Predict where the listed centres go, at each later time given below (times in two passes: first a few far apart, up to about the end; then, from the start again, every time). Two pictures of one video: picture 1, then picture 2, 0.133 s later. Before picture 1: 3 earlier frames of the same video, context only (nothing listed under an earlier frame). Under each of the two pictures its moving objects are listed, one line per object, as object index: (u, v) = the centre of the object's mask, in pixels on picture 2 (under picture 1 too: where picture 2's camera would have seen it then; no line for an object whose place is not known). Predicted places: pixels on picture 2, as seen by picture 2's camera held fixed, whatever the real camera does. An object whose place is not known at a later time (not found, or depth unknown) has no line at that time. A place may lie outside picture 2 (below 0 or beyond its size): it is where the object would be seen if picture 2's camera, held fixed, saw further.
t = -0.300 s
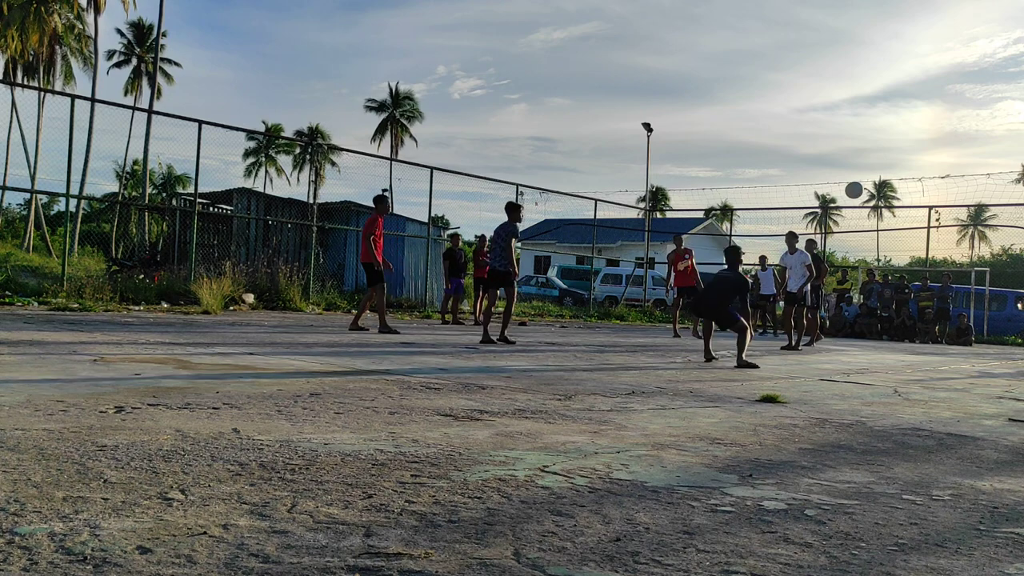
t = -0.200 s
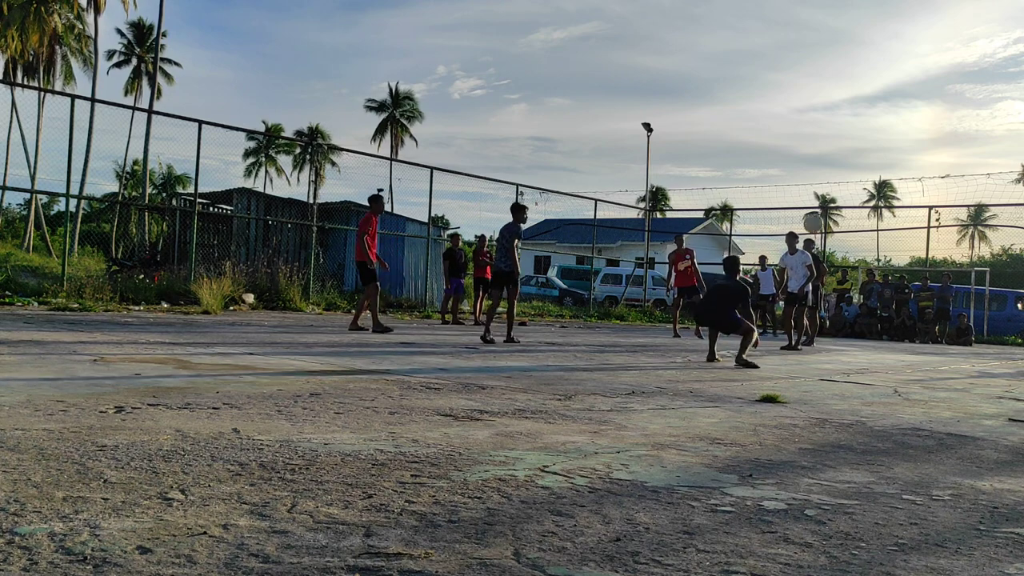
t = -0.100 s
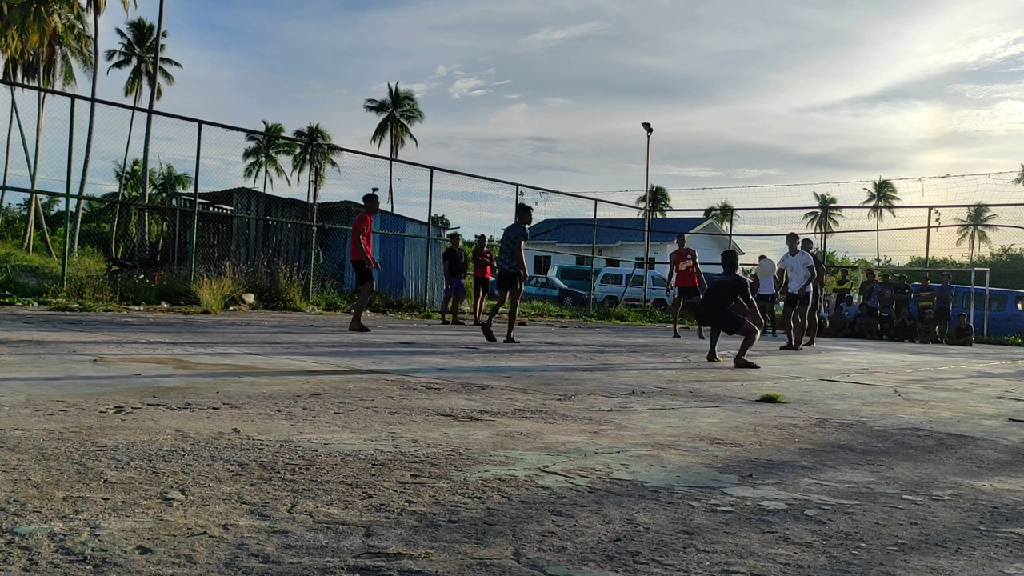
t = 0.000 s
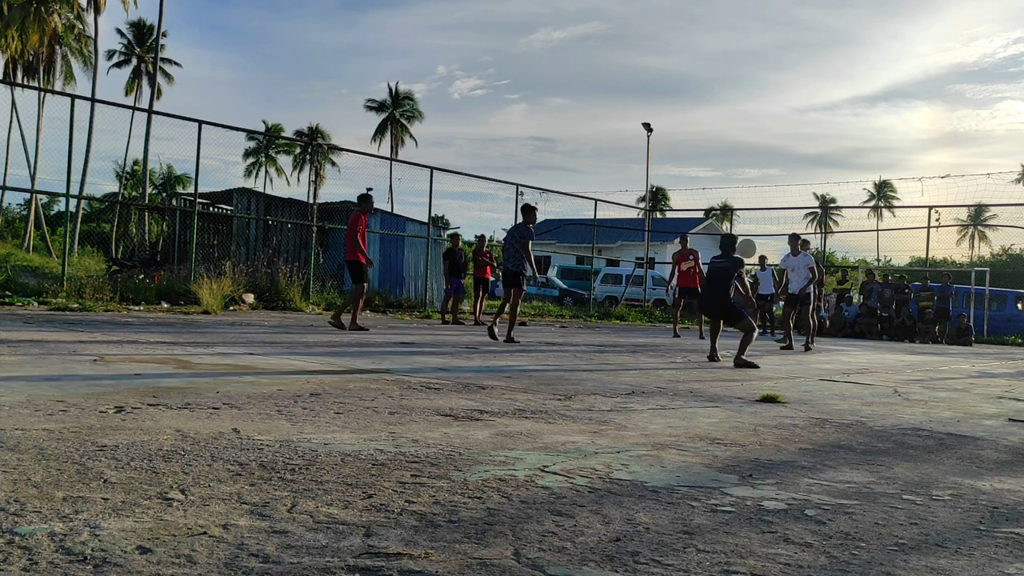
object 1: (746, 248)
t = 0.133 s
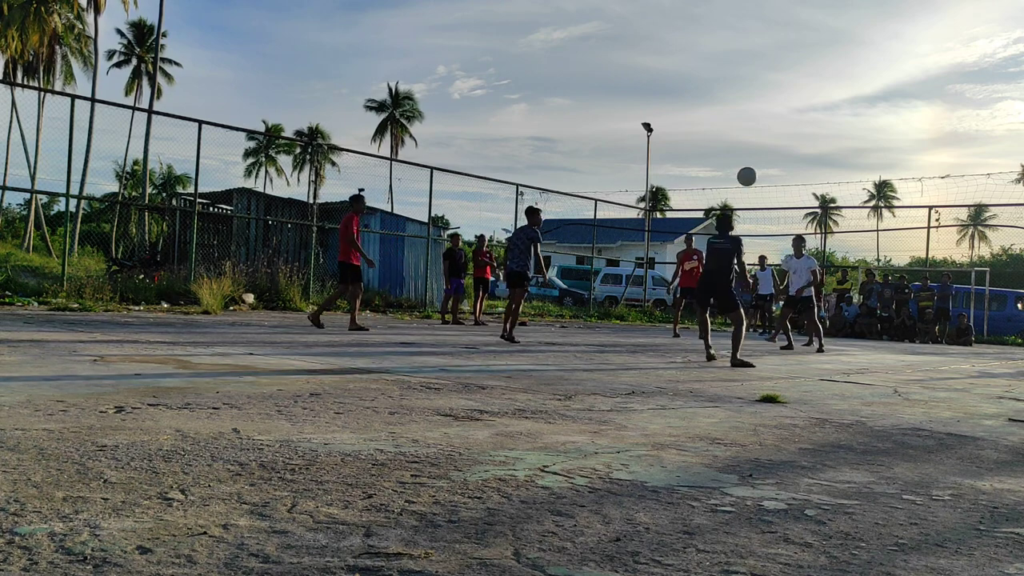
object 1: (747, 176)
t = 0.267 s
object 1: (747, 124)
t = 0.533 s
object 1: (746, 76)
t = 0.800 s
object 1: (741, 90)
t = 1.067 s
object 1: (735, 158)
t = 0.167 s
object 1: (747, 162)
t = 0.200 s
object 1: (747, 148)
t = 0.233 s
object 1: (747, 135)
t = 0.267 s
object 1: (747, 124)
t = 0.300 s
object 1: (747, 114)
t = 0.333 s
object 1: (747, 106)
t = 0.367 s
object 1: (747, 98)
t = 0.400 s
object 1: (747, 92)
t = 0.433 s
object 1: (746, 86)
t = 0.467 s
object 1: (746, 82)
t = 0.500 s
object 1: (746, 78)
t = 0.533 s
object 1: (746, 76)
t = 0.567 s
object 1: (745, 74)
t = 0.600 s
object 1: (745, 73)
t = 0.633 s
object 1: (744, 74)
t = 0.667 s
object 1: (744, 75)
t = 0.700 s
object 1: (743, 78)
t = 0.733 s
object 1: (743, 81)
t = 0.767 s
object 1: (742, 85)
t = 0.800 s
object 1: (741, 90)
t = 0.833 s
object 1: (741, 96)
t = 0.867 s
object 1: (740, 102)
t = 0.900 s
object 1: (739, 110)
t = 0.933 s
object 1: (739, 118)
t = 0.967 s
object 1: (738, 127)
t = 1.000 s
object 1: (737, 136)
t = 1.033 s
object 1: (736, 147)
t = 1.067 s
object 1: (735, 158)
